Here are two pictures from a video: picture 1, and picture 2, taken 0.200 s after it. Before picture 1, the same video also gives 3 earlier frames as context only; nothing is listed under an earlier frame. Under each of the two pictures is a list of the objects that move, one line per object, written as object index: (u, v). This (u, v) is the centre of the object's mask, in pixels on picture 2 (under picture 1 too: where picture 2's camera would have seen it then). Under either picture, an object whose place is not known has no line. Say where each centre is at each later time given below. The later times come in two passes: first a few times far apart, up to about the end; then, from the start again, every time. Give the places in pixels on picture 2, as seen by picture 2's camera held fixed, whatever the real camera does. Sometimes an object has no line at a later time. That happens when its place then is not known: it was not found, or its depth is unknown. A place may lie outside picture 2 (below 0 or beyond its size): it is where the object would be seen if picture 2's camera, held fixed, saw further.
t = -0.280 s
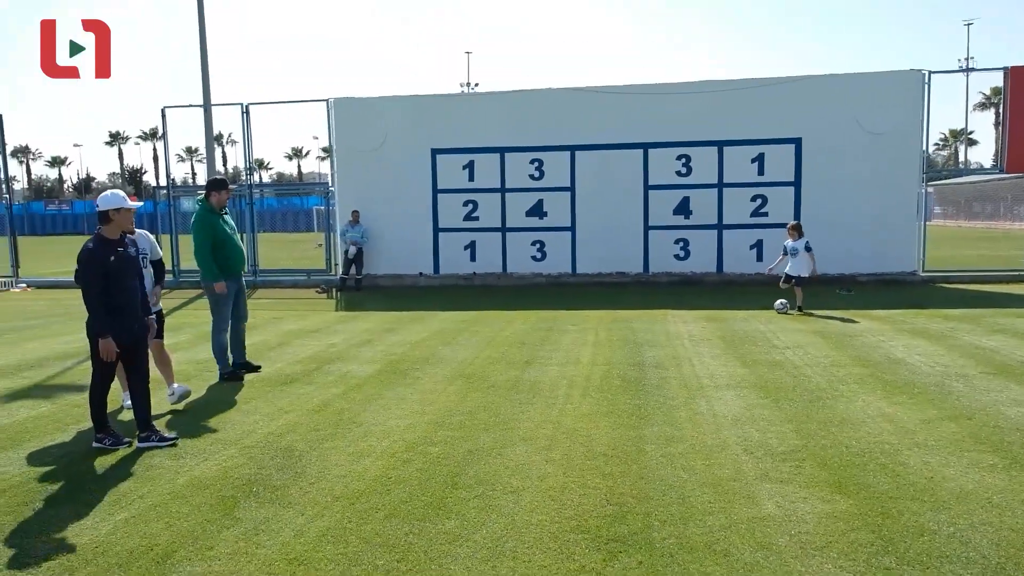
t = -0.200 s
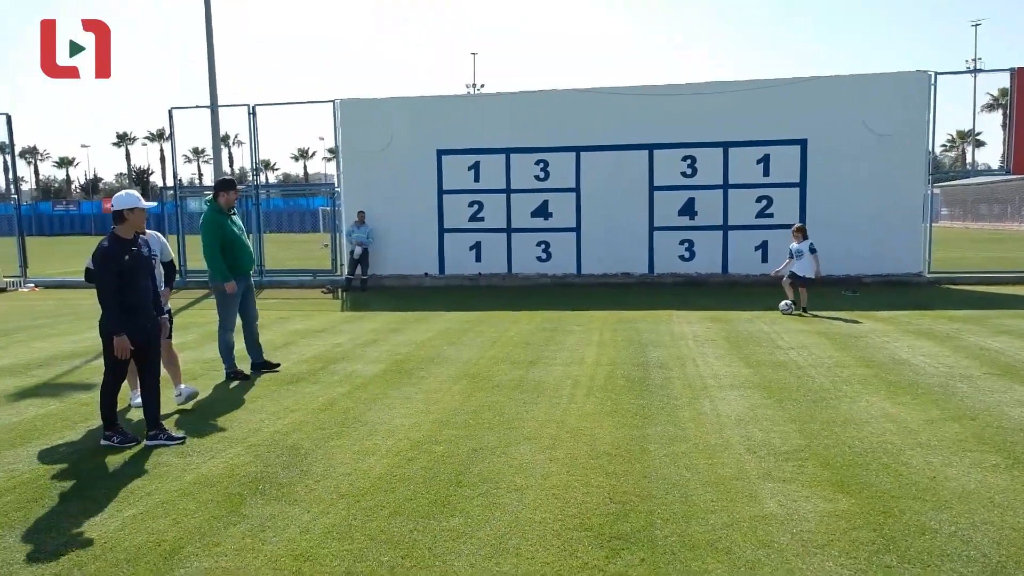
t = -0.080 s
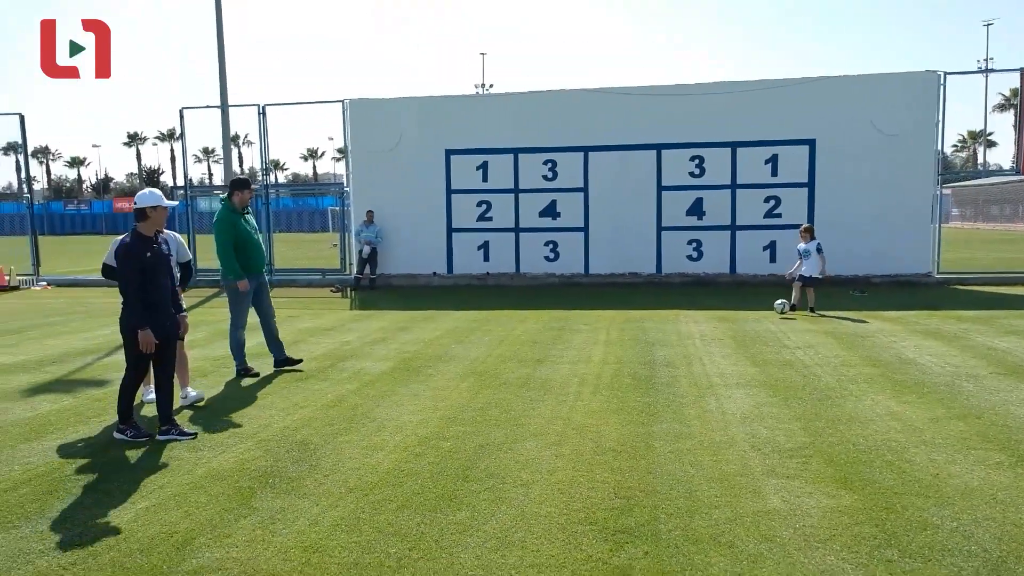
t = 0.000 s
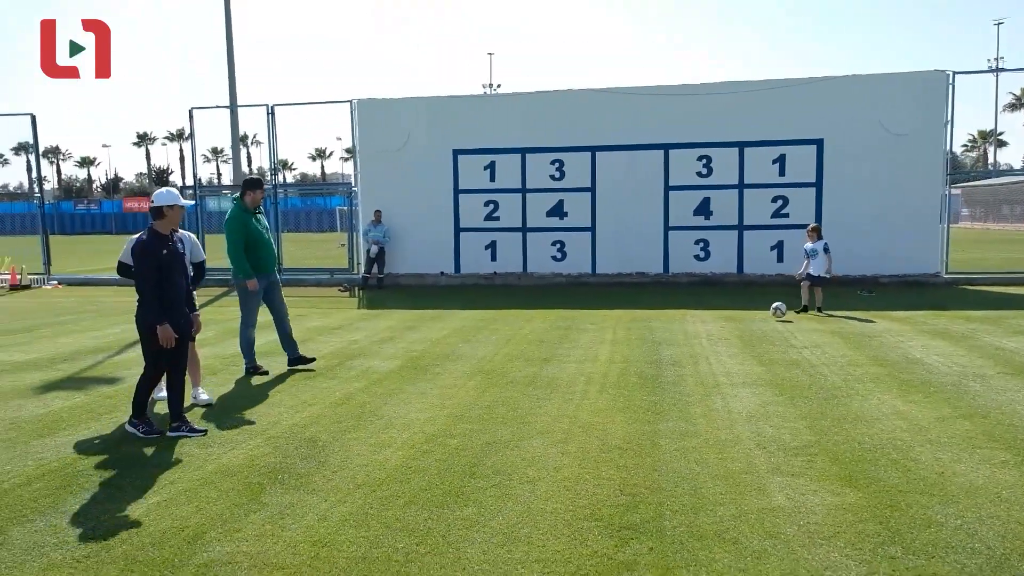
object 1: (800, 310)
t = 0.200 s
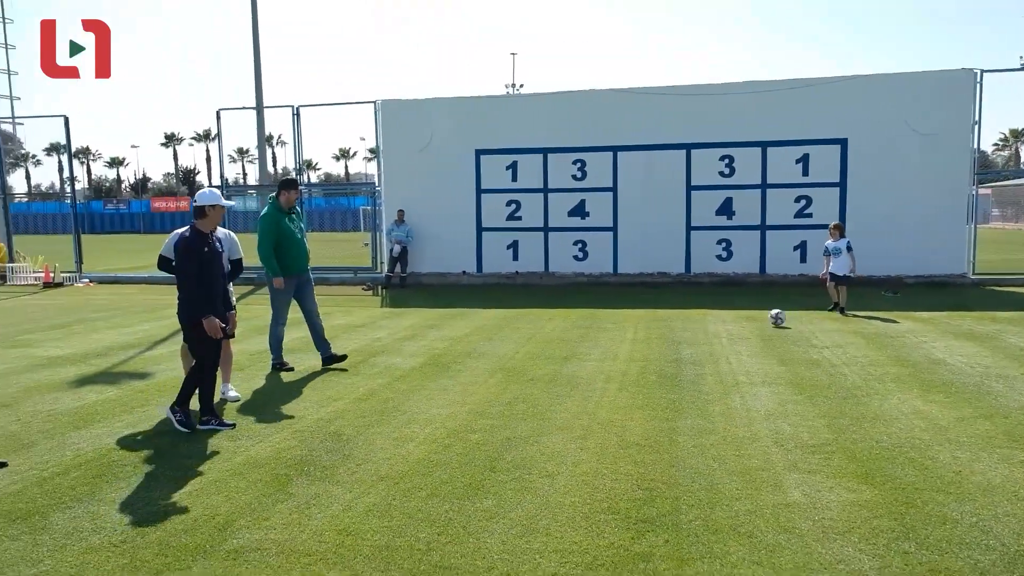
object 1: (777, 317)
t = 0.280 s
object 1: (768, 320)
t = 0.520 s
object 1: (740, 329)
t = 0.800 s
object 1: (705, 339)
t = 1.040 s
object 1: (673, 348)
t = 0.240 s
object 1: (772, 320)
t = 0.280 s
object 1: (768, 320)
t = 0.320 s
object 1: (763, 321)
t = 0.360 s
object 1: (758, 323)
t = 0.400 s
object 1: (753, 325)
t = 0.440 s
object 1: (749, 326)
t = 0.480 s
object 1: (744, 327)
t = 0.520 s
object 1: (740, 329)
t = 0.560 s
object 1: (735, 330)
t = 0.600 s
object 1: (730, 332)
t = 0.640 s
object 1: (725, 333)
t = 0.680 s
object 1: (720, 334)
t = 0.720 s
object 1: (716, 336)
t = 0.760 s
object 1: (711, 337)
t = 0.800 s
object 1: (705, 339)
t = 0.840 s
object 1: (700, 340)
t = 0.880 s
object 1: (694, 341)
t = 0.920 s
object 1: (689, 343)
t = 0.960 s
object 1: (684, 345)
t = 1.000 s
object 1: (678, 346)
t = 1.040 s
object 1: (673, 348)
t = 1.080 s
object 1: (667, 349)
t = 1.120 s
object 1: (662, 351)
